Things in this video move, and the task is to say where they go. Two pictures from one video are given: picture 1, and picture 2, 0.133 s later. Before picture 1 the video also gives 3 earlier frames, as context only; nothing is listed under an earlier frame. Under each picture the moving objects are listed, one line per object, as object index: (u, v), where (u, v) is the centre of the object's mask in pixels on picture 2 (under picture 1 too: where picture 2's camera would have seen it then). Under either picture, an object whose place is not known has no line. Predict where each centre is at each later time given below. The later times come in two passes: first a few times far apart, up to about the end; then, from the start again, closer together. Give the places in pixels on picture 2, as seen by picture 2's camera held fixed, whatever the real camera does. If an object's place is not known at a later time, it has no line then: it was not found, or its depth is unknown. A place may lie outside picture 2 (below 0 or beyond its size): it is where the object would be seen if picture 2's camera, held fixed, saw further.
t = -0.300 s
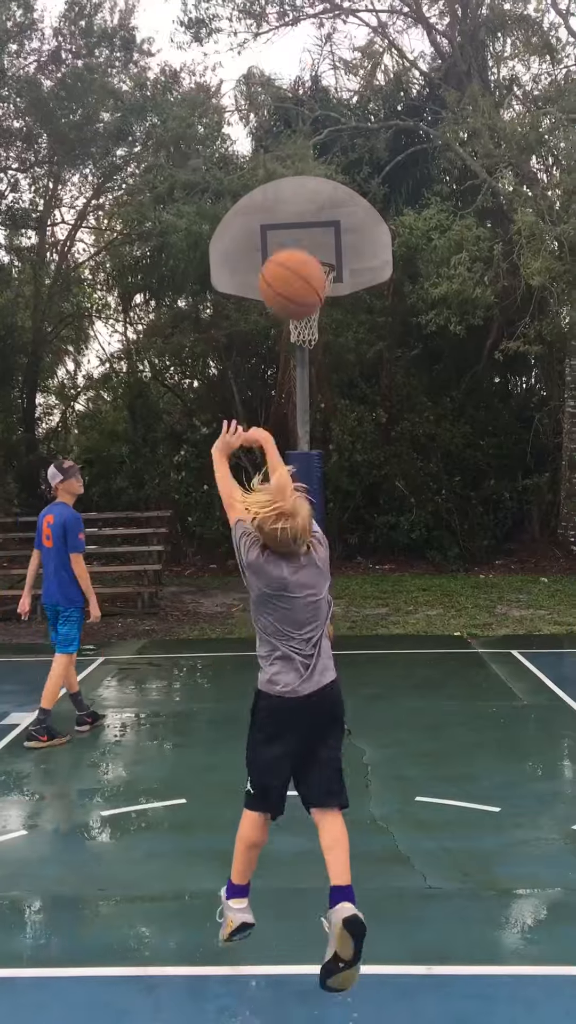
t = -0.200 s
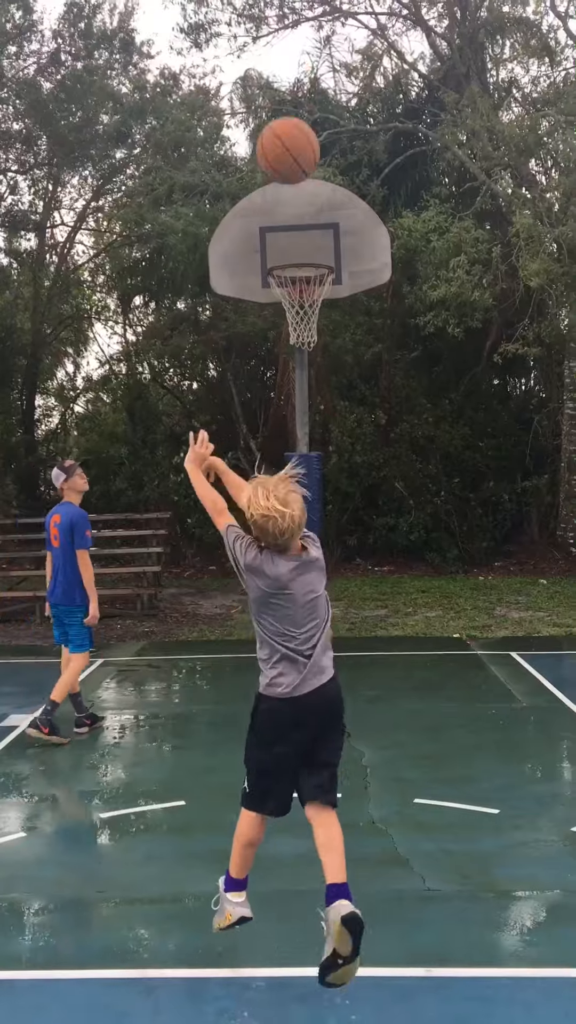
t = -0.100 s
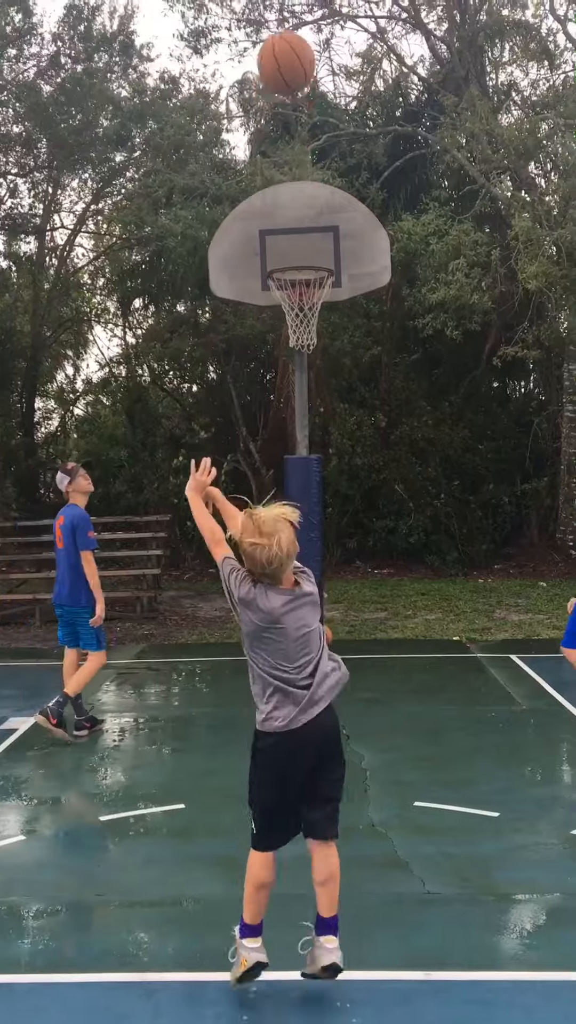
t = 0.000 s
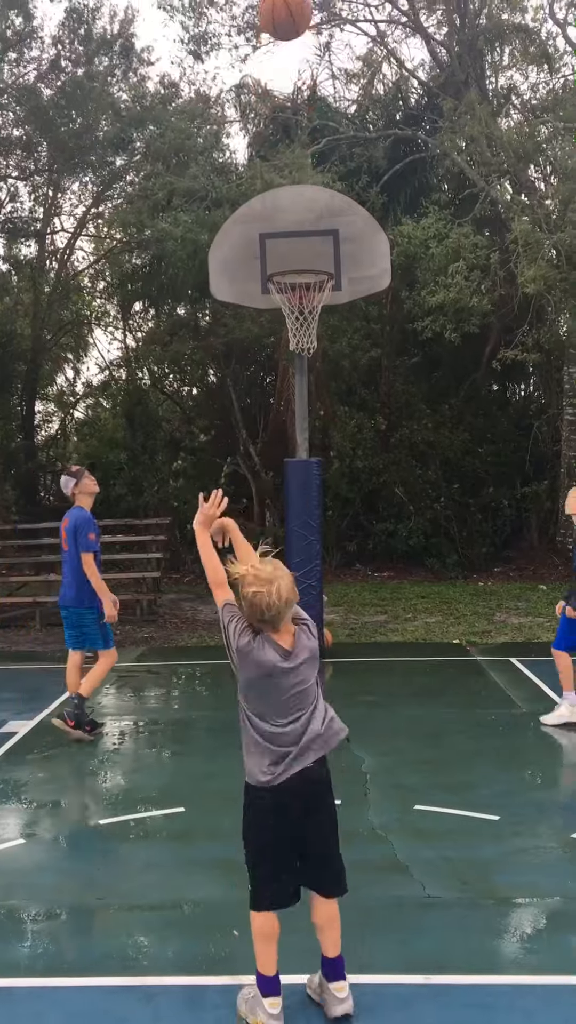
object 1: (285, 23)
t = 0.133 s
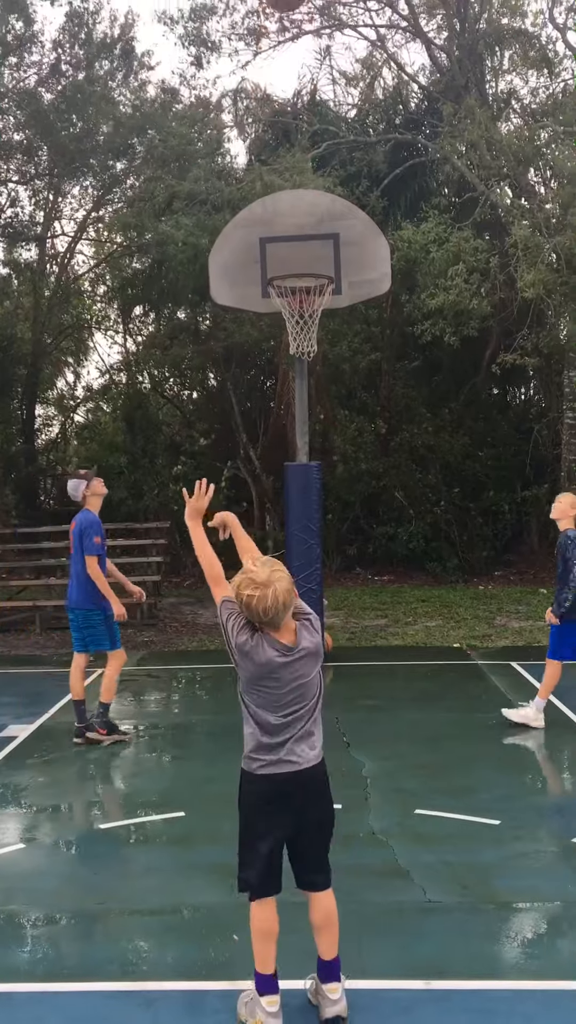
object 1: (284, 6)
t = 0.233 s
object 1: (285, 4)
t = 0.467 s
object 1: (287, 56)
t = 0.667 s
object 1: (289, 167)
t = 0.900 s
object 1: (300, 266)
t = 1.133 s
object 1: (325, 228)
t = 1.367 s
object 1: (358, 262)
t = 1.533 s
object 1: (386, 344)
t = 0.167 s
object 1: (285, 4)
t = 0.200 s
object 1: (285, 3)
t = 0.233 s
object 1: (285, 4)
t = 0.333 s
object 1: (286, 10)
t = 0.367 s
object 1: (286, 16)
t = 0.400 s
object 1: (286, 28)
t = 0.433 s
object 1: (286, 40)
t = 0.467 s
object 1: (287, 56)
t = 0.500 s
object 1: (288, 72)
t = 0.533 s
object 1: (288, 89)
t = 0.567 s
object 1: (288, 107)
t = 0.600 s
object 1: (288, 126)
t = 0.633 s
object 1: (289, 146)
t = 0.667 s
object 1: (289, 167)
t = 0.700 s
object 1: (290, 190)
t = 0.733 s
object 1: (291, 214)
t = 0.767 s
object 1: (292, 237)
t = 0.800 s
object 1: (292, 260)
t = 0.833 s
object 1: (294, 262)
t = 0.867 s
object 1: (296, 266)
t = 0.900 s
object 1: (300, 266)
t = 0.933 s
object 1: (304, 260)
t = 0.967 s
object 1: (307, 254)
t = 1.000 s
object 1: (310, 246)
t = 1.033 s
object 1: (314, 240)
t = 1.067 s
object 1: (318, 234)
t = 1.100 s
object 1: (322, 231)
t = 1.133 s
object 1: (325, 228)
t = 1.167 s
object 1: (330, 228)
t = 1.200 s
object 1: (335, 229)
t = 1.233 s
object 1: (338, 232)
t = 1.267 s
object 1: (344, 237)
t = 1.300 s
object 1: (348, 243)
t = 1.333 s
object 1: (353, 252)
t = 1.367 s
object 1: (358, 262)
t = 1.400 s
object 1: (364, 275)
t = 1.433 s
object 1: (369, 288)
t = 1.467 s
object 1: (375, 305)
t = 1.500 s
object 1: (380, 323)
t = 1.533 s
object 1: (386, 344)
